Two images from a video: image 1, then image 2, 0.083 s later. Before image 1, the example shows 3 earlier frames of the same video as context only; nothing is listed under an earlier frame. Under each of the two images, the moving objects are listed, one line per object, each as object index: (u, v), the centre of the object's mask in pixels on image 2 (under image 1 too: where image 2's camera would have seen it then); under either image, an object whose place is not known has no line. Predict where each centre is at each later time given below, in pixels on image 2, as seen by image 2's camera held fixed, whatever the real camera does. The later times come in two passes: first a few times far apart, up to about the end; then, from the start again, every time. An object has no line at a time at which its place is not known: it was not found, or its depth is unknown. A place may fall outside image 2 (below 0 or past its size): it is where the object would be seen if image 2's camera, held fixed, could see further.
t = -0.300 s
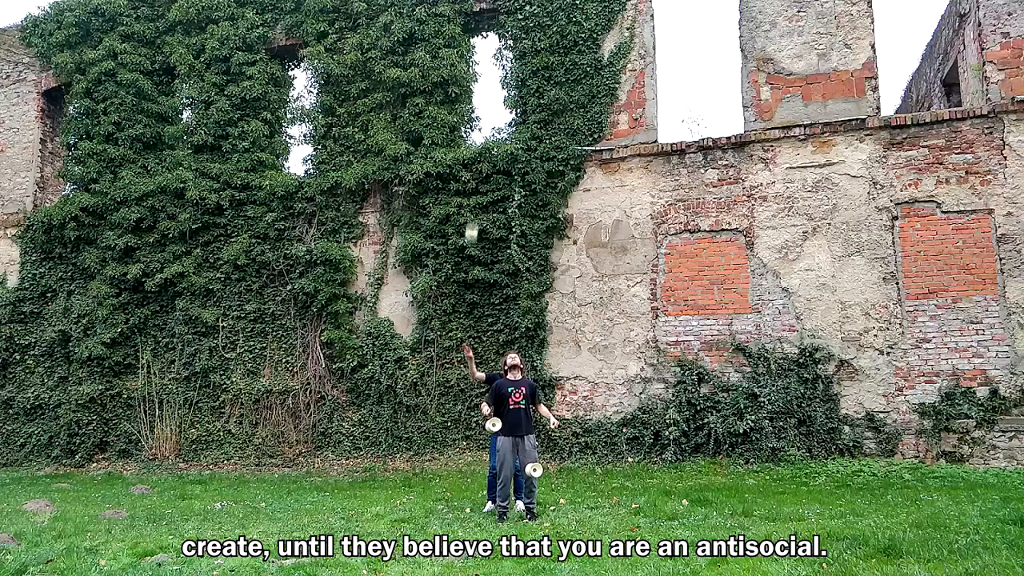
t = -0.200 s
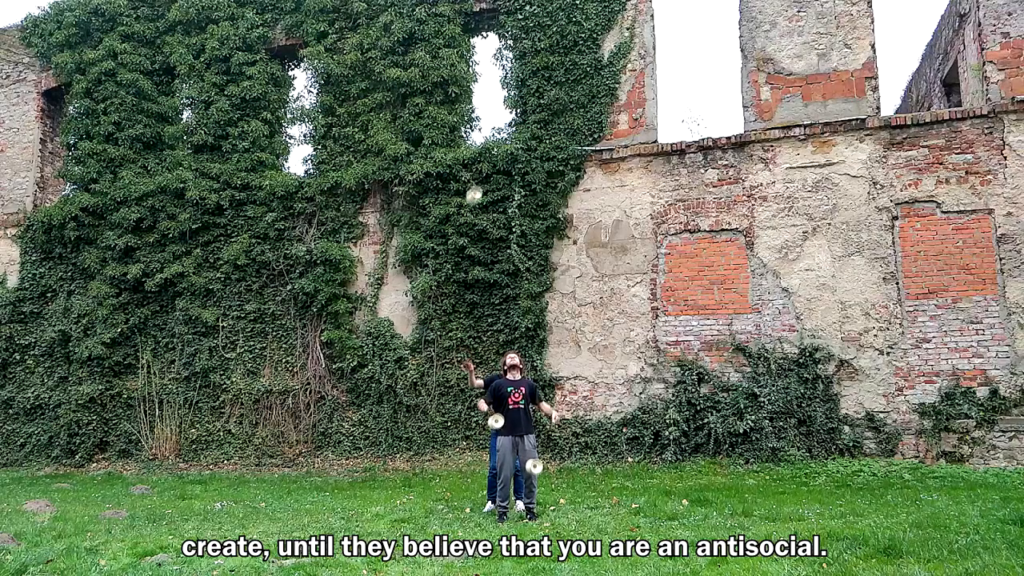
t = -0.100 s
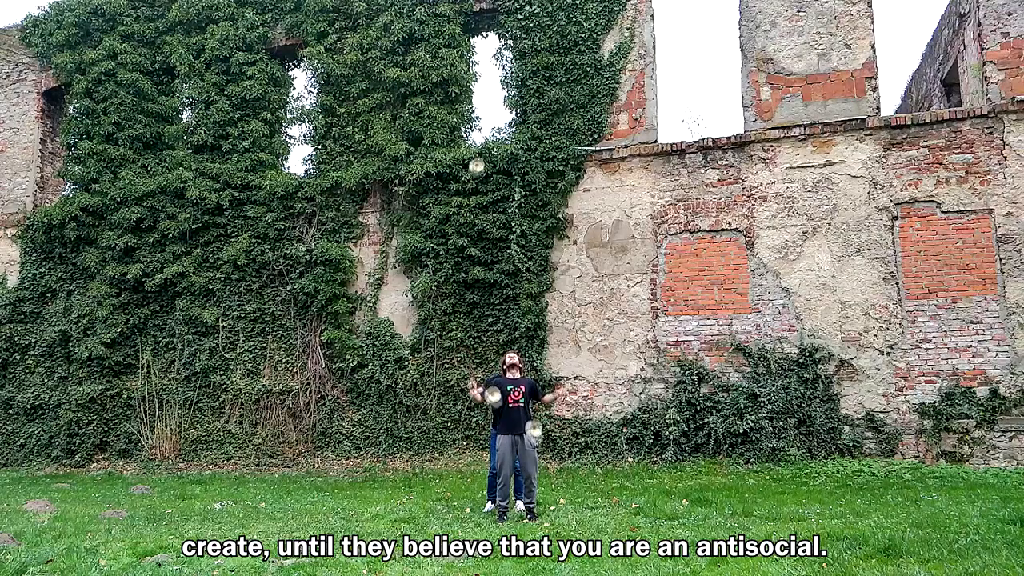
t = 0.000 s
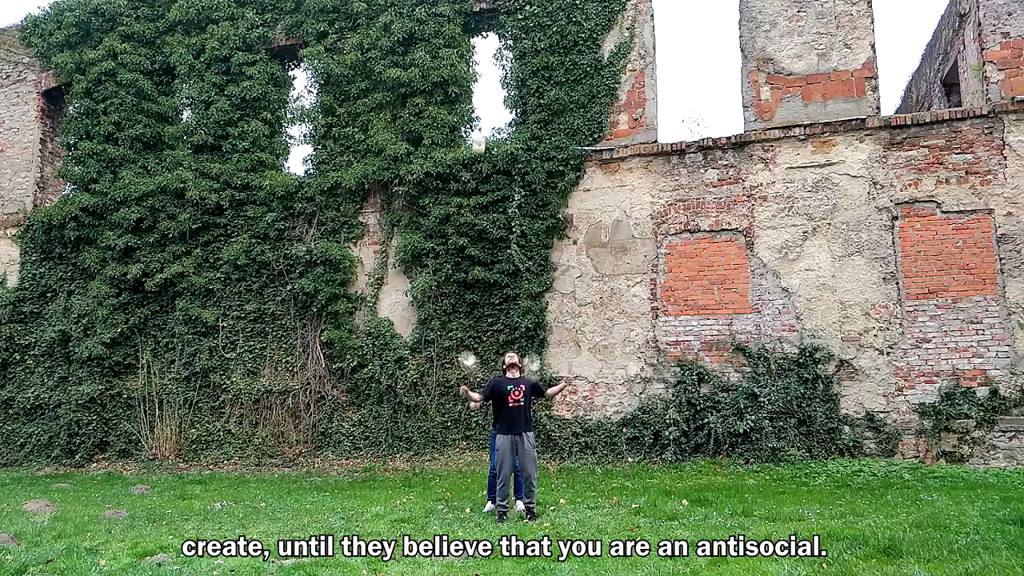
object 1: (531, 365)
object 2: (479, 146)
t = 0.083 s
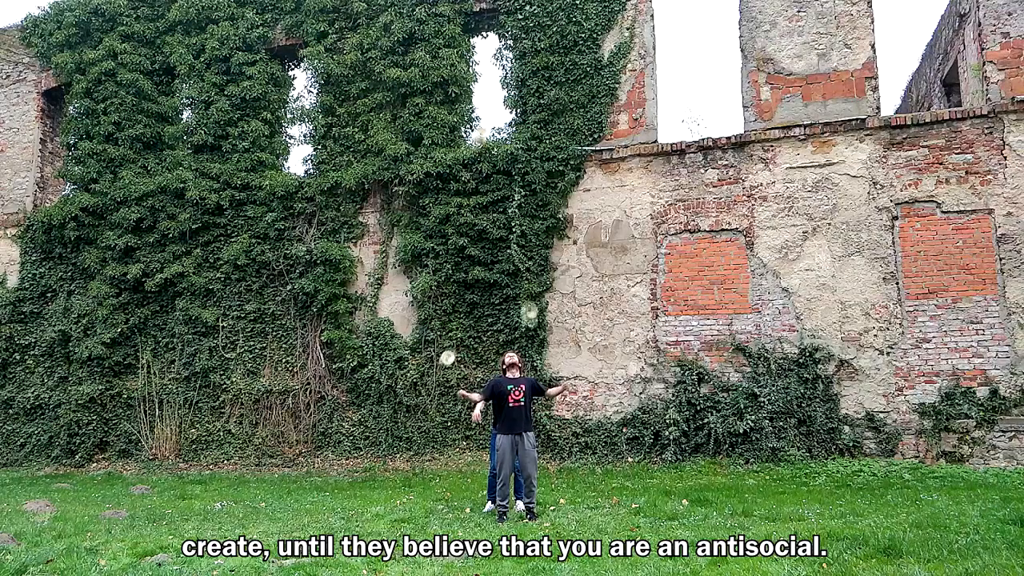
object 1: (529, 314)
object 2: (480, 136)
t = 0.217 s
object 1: (526, 246)
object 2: (484, 131)
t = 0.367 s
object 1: (522, 191)
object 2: (489, 142)
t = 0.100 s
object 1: (528, 302)
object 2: (481, 134)
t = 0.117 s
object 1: (528, 293)
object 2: (481, 133)
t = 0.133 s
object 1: (528, 287)
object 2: (482, 132)
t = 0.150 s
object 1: (527, 277)
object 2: (483, 131)
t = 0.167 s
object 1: (527, 270)
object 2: (483, 131)
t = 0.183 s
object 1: (527, 262)
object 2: (483, 130)
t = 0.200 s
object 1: (526, 254)
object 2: (484, 131)
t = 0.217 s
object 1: (526, 246)
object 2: (484, 131)
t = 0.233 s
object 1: (525, 240)
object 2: (485, 131)
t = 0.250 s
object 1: (524, 233)
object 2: (485, 132)
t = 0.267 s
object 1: (524, 226)
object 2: (486, 133)
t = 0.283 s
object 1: (524, 219)
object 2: (486, 134)
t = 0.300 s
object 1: (524, 213)
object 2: (487, 135)
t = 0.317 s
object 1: (523, 207)
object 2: (487, 136)
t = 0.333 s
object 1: (523, 202)
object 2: (488, 138)
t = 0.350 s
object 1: (523, 196)
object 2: (488, 140)
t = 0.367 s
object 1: (522, 191)
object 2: (489, 142)
